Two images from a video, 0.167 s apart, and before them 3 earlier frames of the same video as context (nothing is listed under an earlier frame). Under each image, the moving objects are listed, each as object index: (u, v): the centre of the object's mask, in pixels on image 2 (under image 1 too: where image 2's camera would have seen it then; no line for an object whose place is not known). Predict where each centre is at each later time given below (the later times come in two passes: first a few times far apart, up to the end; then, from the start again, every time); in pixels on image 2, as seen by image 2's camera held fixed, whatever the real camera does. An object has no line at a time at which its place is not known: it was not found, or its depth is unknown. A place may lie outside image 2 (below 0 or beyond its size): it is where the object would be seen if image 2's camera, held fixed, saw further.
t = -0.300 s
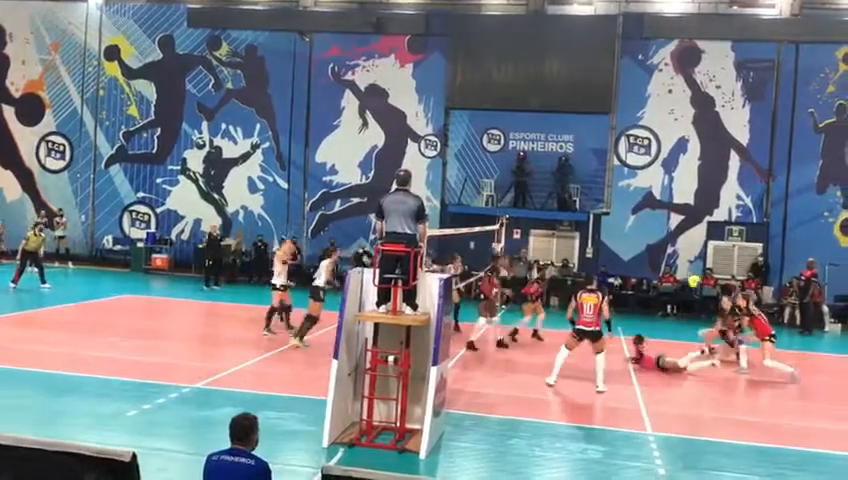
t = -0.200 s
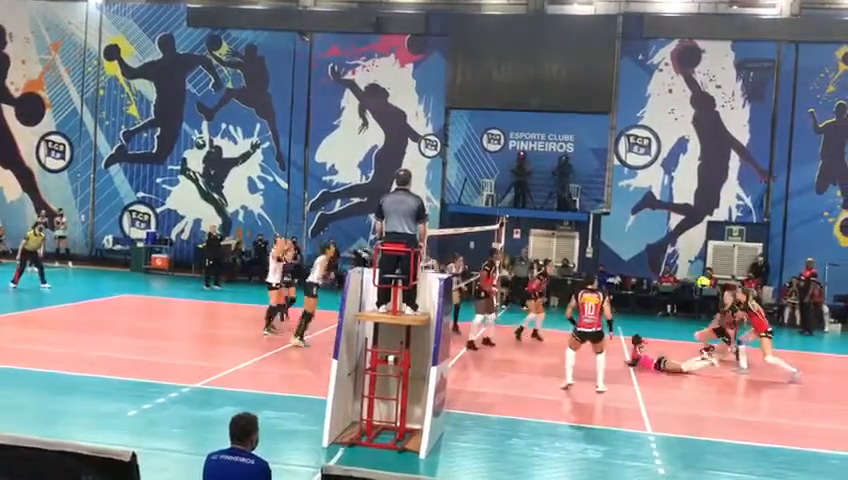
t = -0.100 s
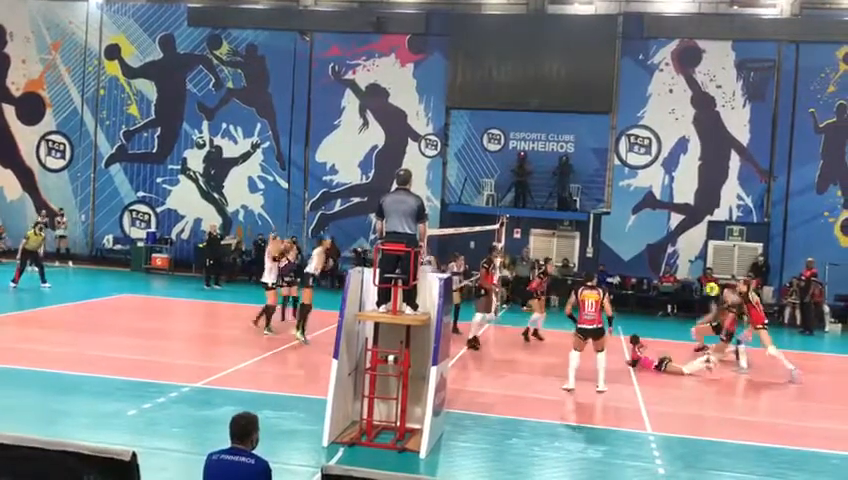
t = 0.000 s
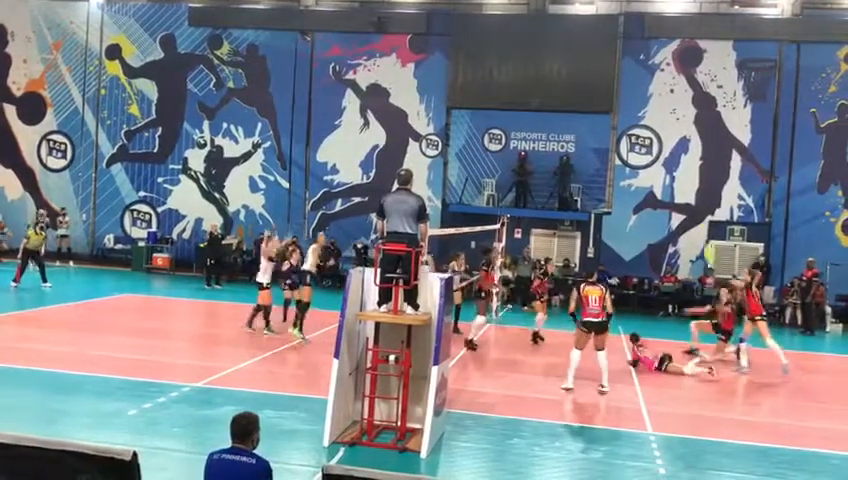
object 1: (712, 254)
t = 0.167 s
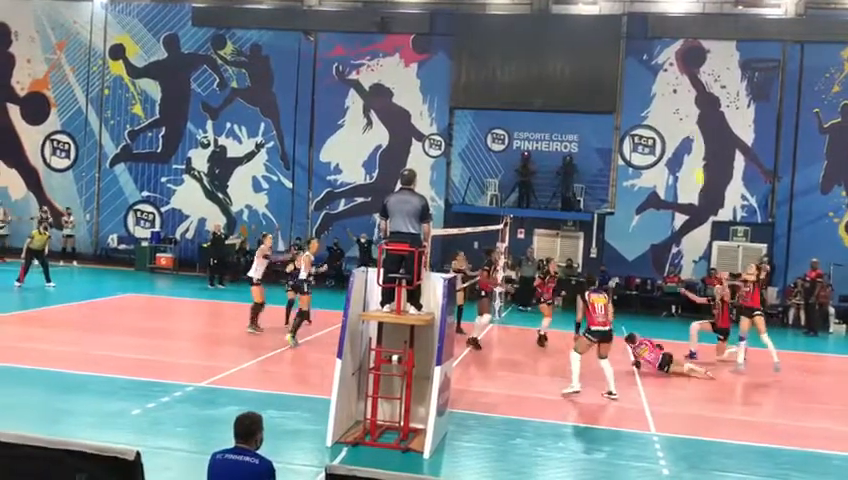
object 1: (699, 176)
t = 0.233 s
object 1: (692, 146)
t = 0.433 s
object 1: (674, 78)
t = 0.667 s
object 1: (652, 28)
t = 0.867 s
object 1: (629, 9)
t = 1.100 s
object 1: (598, 20)
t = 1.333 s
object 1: (563, 67)
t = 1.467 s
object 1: (542, 113)
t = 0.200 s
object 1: (694, 160)
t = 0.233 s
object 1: (692, 146)
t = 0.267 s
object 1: (690, 135)
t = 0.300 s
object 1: (689, 122)
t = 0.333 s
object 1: (683, 112)
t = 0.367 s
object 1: (680, 101)
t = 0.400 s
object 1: (678, 87)
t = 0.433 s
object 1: (674, 78)
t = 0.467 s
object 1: (672, 70)
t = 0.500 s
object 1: (669, 63)
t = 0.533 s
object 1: (663, 54)
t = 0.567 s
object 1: (662, 45)
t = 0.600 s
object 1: (659, 39)
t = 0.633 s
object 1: (655, 33)
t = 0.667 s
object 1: (652, 28)
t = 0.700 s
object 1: (648, 22)
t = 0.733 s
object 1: (645, 19)
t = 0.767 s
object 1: (641, 15)
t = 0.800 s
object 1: (637, 12)
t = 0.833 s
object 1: (632, 10)
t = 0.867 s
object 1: (629, 9)
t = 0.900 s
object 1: (626, 8)
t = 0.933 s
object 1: (622, 7)
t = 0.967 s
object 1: (618, 8)
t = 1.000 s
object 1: (611, 11)
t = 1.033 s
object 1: (607, 12)
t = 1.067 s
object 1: (603, 15)
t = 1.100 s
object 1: (598, 20)
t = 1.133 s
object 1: (593, 23)
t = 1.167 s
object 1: (589, 28)
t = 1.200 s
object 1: (584, 34)
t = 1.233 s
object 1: (579, 41)
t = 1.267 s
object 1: (574, 49)
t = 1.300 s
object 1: (569, 57)
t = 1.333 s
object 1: (563, 67)
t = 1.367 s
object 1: (558, 77)
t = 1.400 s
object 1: (553, 88)
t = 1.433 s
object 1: (548, 99)
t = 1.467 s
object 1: (542, 113)
